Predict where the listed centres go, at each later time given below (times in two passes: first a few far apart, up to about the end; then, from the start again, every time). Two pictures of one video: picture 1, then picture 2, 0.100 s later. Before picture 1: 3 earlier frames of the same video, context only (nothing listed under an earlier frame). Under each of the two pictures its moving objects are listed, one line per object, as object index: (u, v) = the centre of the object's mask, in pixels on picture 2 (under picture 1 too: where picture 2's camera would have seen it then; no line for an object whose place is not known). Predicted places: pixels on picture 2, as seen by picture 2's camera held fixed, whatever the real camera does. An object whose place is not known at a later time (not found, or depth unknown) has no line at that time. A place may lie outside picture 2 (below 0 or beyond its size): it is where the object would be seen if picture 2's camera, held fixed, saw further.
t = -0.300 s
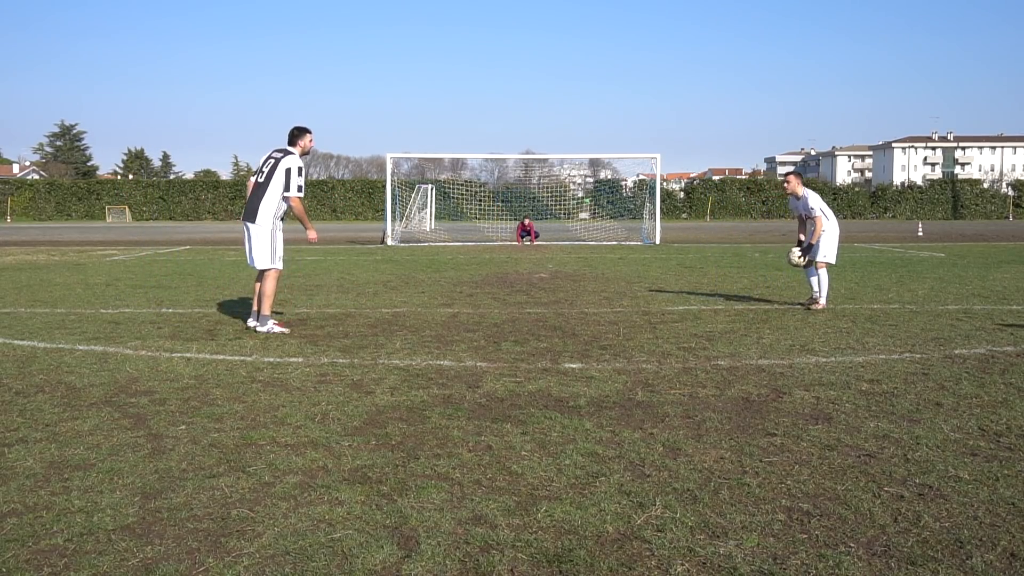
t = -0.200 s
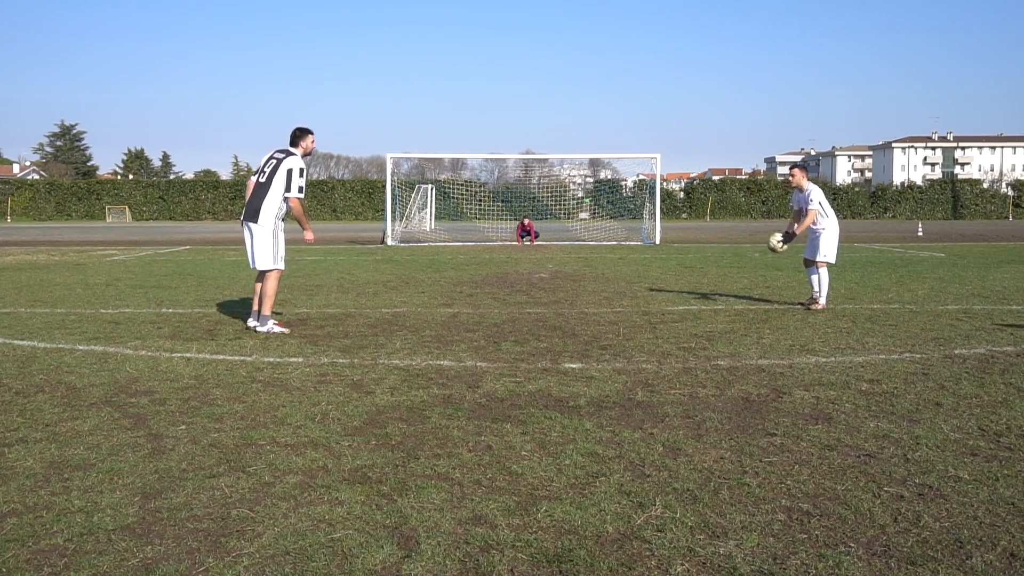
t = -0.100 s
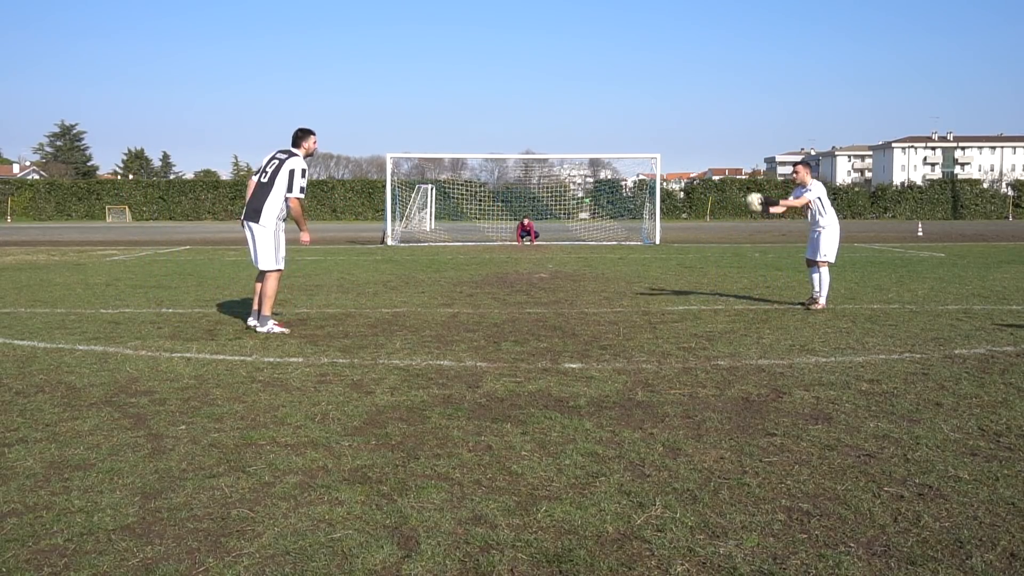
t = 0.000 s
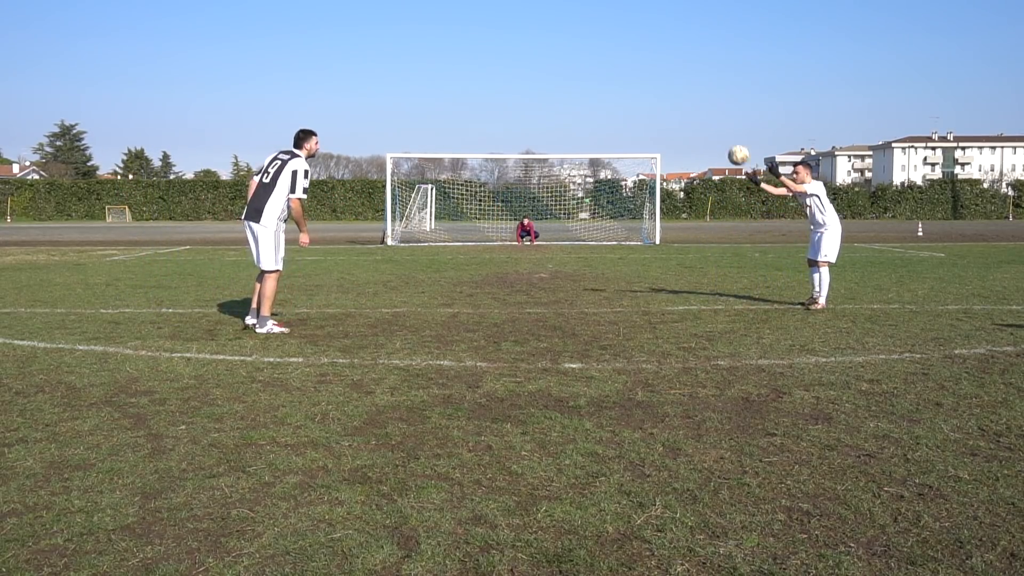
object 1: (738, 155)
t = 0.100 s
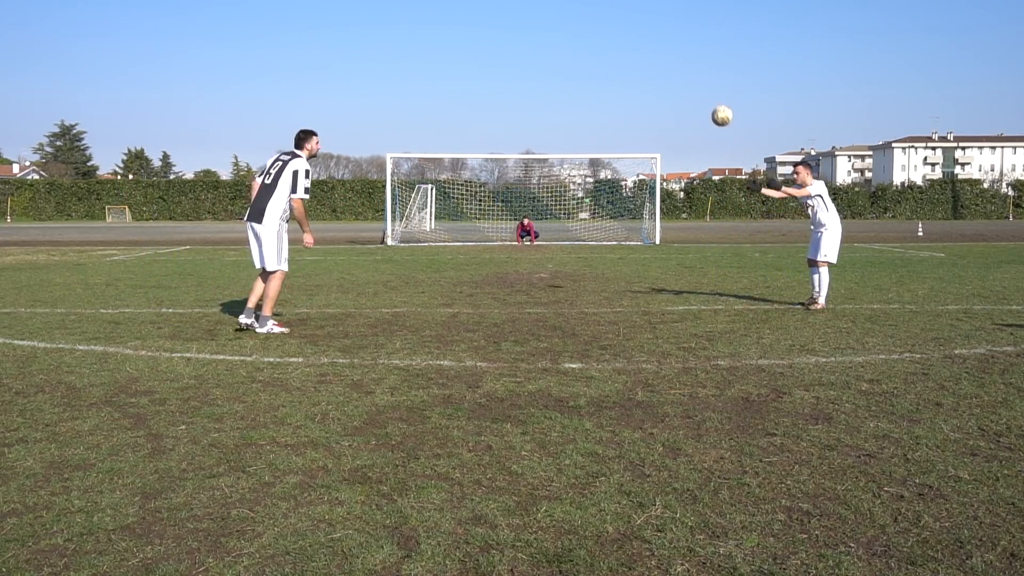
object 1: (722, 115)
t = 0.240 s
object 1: (698, 75)
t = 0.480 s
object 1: (656, 47)
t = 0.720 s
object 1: (613, 74)
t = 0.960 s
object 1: (569, 155)
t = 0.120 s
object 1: (718, 109)
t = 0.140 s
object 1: (715, 102)
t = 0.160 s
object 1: (711, 96)
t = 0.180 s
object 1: (708, 90)
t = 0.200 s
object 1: (705, 85)
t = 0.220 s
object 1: (701, 80)
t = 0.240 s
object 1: (698, 75)
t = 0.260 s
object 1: (695, 71)
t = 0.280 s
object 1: (691, 67)
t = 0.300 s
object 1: (688, 64)
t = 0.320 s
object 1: (684, 60)
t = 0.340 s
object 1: (681, 57)
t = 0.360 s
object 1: (677, 55)
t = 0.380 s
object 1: (674, 53)
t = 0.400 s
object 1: (670, 51)
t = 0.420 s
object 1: (667, 50)
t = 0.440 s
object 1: (663, 48)
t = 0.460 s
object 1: (659, 48)
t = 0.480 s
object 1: (656, 47)
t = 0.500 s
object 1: (652, 48)
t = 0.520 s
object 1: (649, 48)
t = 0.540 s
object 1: (645, 49)
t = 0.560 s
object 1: (642, 50)
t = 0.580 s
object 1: (638, 52)
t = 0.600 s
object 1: (634, 54)
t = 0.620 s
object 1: (631, 56)
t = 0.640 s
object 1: (627, 59)
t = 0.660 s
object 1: (624, 62)
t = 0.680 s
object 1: (620, 66)
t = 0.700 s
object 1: (616, 70)
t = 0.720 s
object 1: (613, 74)
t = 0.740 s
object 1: (609, 78)
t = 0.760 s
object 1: (605, 83)
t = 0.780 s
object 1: (602, 89)
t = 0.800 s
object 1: (598, 95)
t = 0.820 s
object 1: (594, 101)
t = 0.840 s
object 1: (591, 107)
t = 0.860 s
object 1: (587, 114)
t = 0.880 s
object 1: (584, 122)
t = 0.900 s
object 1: (580, 129)
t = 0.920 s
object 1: (576, 137)
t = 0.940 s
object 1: (572, 146)
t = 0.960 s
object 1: (569, 155)
